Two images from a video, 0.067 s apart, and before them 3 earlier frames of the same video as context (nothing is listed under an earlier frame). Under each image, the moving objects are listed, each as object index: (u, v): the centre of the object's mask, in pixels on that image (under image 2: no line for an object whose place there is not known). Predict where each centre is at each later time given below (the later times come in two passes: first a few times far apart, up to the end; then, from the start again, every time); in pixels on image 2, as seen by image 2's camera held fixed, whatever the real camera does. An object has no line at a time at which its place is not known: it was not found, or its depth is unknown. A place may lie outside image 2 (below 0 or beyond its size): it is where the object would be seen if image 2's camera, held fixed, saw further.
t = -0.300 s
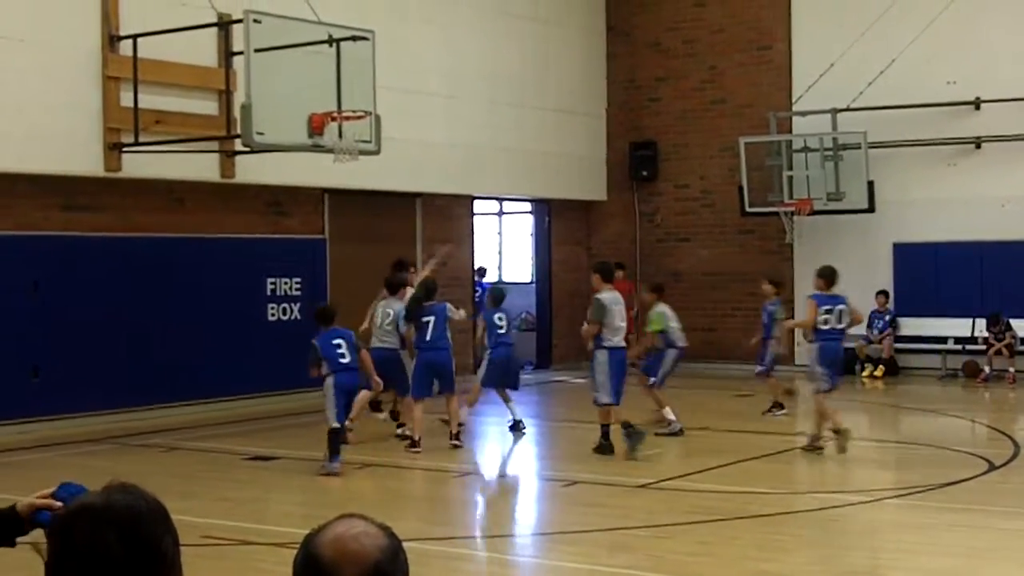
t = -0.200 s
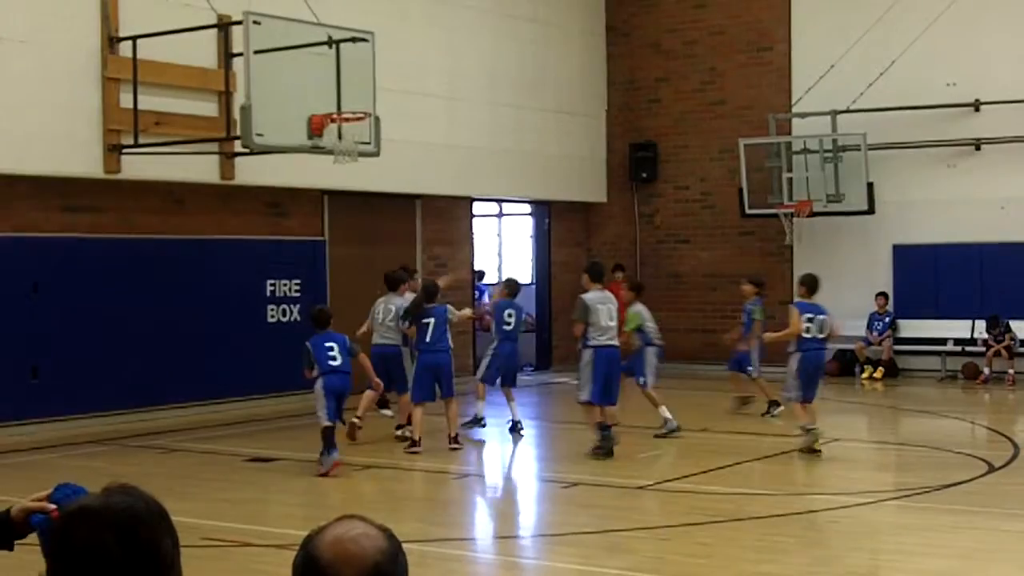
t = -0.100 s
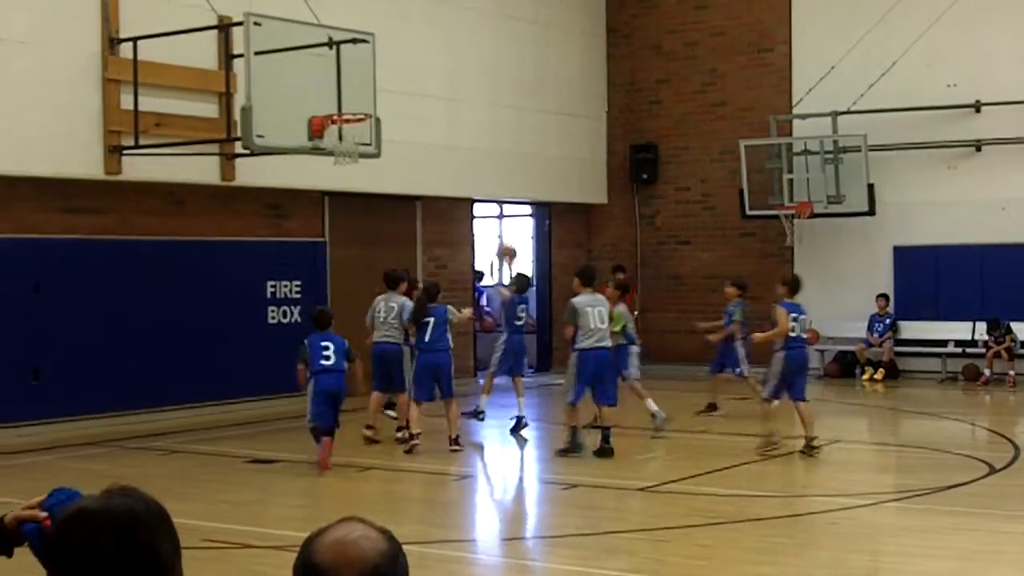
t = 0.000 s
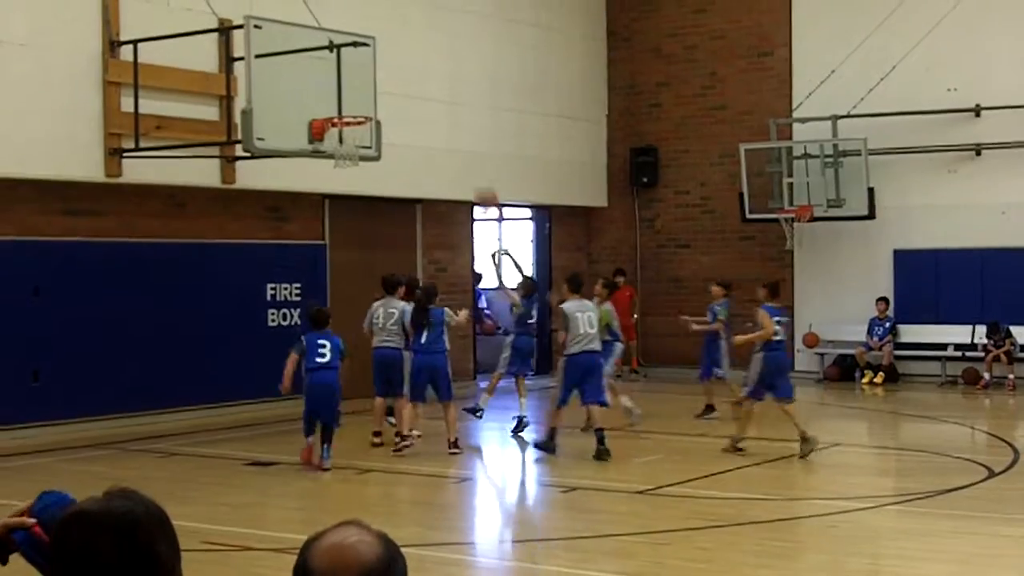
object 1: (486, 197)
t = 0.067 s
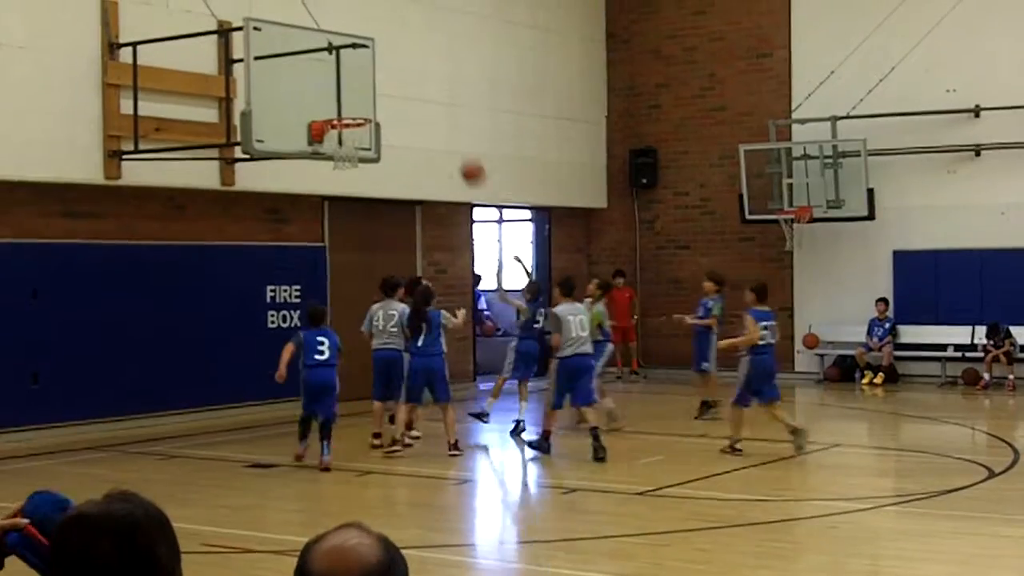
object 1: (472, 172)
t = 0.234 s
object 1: (436, 113)
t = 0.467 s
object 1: (389, 77)
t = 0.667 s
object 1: (347, 89)
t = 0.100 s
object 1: (465, 158)
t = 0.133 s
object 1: (457, 144)
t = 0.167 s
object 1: (450, 133)
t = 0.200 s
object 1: (443, 122)
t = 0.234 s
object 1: (436, 113)
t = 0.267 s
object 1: (429, 104)
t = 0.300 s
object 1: (422, 97)
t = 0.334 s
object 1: (416, 91)
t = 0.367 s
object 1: (409, 86)
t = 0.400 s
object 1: (402, 82)
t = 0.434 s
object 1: (394, 79)
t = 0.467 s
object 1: (389, 77)
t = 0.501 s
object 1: (381, 76)
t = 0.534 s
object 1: (375, 77)
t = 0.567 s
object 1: (367, 78)
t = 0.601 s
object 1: (361, 81)
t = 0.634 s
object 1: (354, 84)
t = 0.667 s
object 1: (347, 89)
